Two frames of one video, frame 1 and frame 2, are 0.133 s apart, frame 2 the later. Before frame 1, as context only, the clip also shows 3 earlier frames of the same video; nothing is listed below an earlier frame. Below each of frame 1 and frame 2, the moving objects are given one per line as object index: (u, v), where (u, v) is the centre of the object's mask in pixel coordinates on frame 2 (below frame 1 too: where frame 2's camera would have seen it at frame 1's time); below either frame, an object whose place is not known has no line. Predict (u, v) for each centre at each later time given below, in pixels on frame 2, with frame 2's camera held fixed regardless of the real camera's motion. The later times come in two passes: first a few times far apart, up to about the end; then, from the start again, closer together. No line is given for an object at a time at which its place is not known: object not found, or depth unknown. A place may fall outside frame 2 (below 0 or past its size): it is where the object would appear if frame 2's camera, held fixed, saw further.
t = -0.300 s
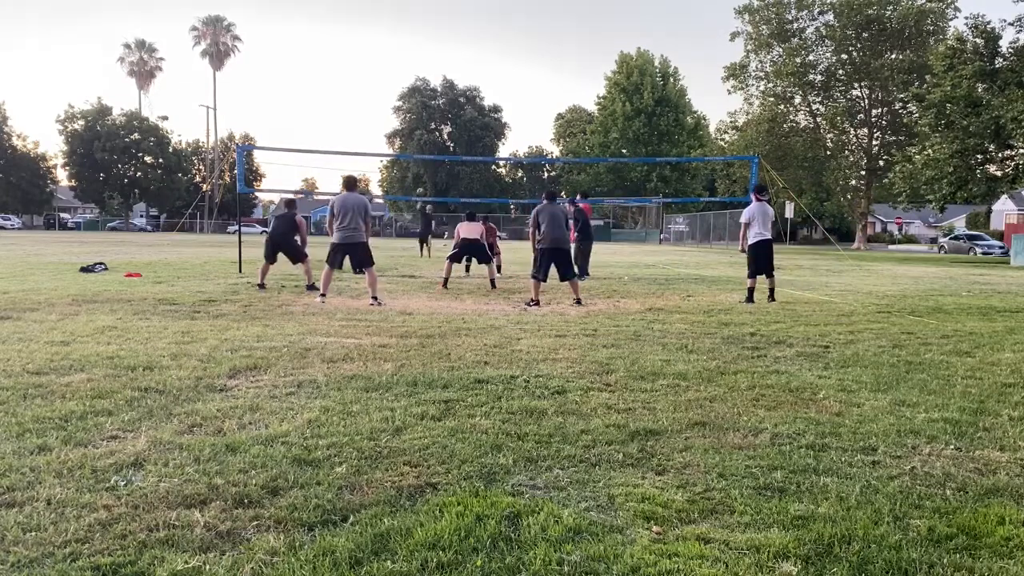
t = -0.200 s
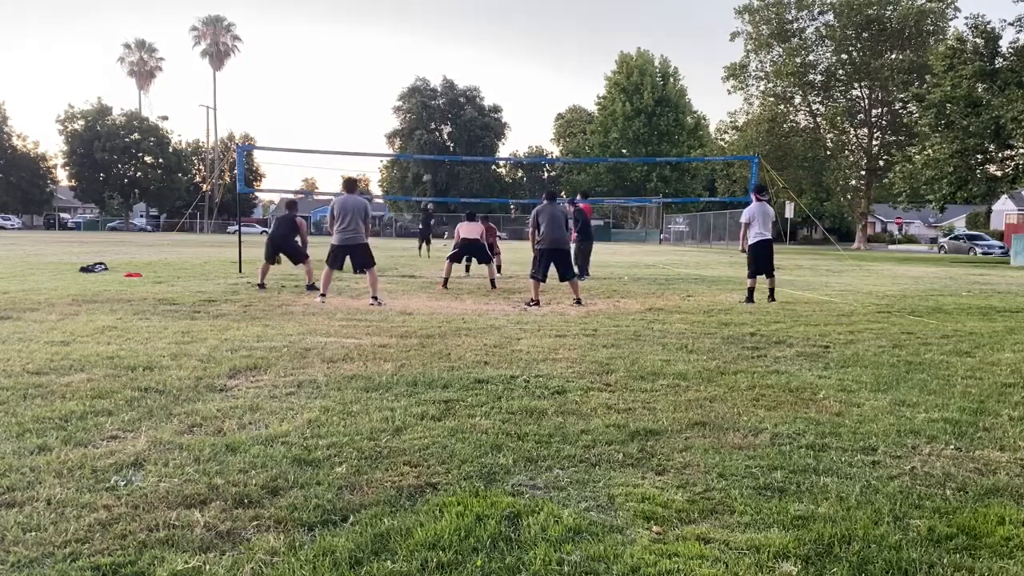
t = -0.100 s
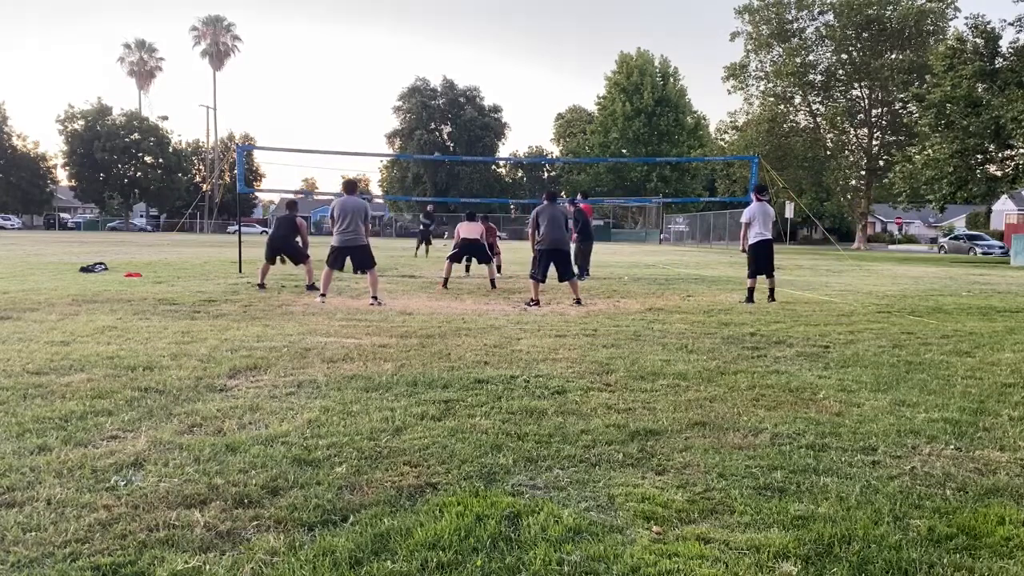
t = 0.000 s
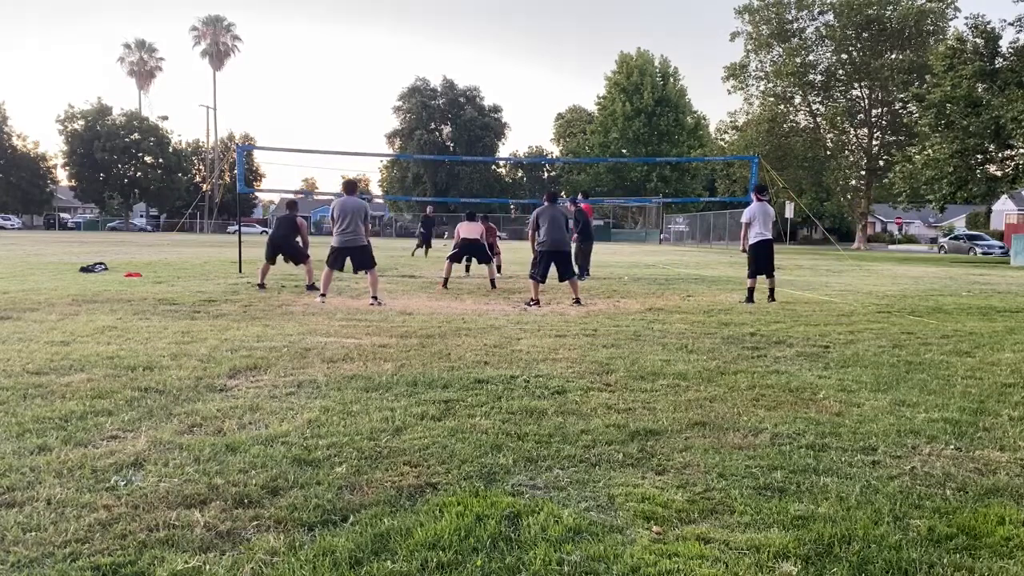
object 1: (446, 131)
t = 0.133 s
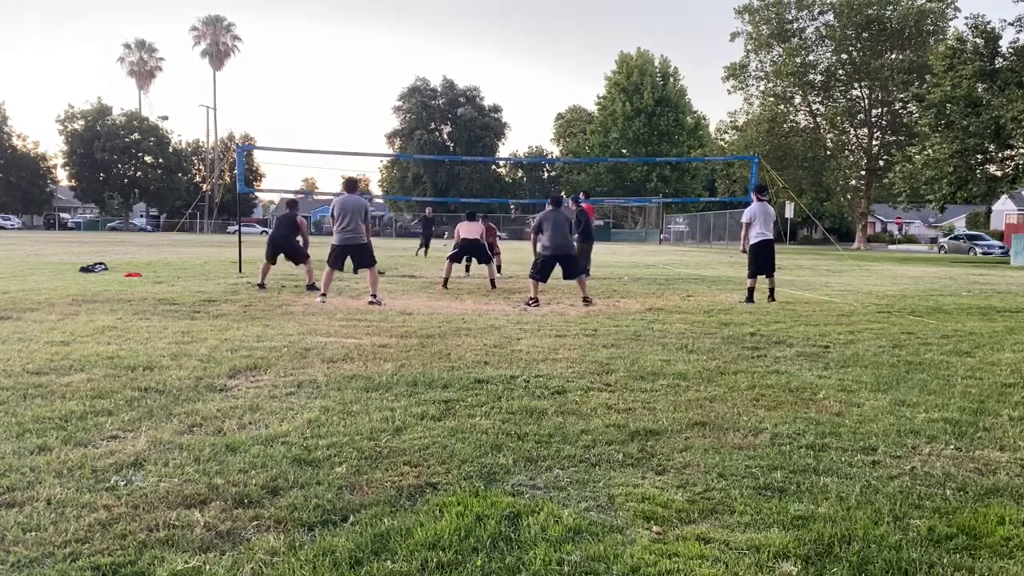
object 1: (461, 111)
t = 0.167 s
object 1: (465, 106)
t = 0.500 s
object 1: (506, 72)
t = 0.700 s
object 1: (536, 72)
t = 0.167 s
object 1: (465, 106)
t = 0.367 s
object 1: (489, 83)
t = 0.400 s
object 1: (493, 79)
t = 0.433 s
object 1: (497, 76)
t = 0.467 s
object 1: (502, 74)
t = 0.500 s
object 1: (506, 72)
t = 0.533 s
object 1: (511, 70)
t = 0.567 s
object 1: (515, 69)
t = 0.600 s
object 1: (520, 69)
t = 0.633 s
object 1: (525, 69)
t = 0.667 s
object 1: (530, 70)
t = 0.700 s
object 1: (536, 72)
